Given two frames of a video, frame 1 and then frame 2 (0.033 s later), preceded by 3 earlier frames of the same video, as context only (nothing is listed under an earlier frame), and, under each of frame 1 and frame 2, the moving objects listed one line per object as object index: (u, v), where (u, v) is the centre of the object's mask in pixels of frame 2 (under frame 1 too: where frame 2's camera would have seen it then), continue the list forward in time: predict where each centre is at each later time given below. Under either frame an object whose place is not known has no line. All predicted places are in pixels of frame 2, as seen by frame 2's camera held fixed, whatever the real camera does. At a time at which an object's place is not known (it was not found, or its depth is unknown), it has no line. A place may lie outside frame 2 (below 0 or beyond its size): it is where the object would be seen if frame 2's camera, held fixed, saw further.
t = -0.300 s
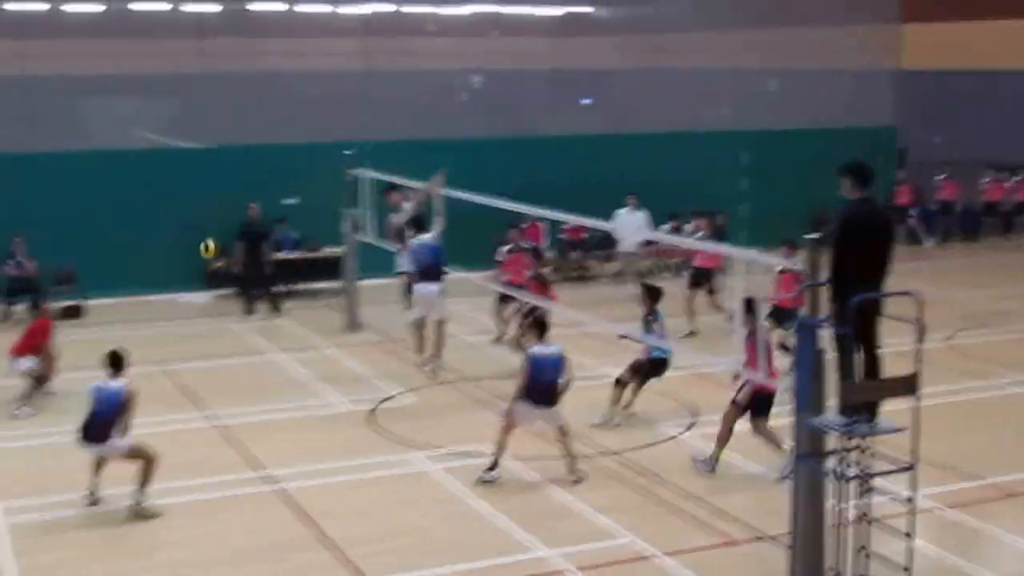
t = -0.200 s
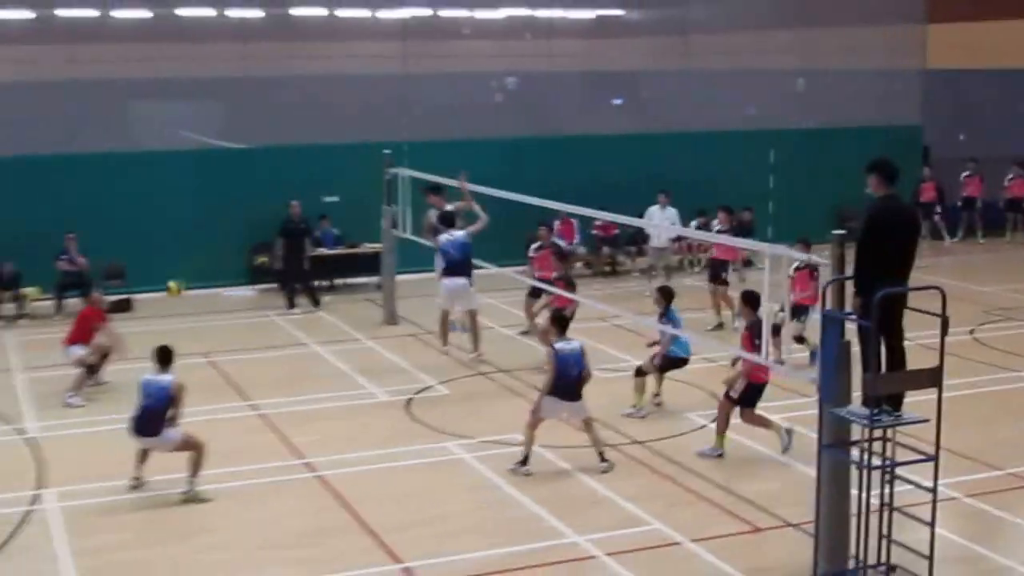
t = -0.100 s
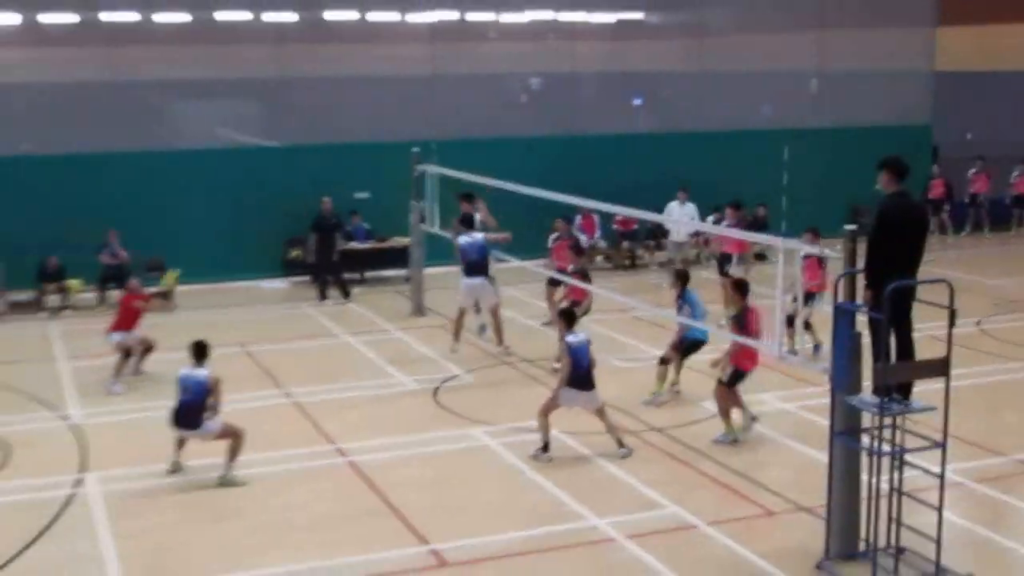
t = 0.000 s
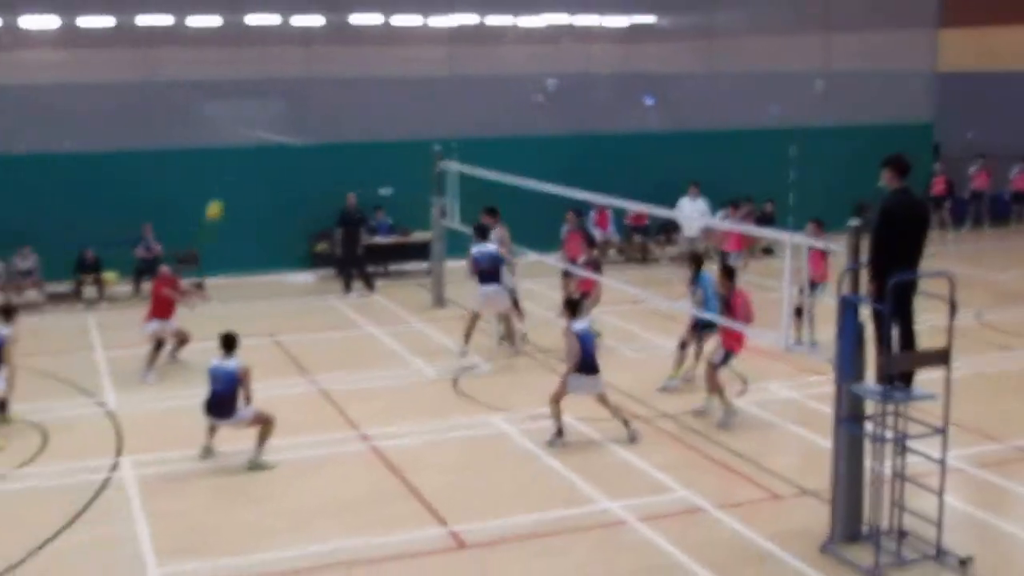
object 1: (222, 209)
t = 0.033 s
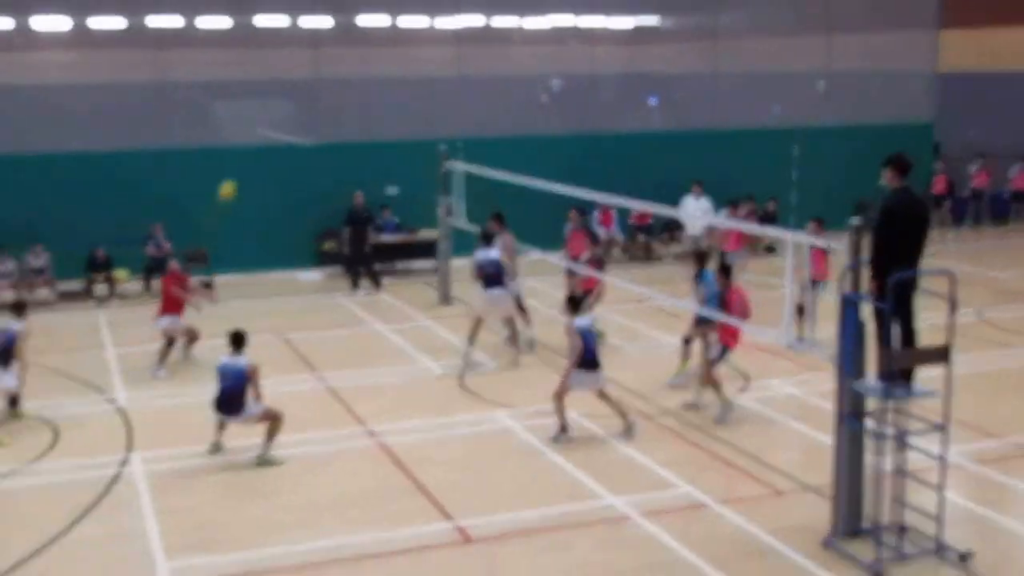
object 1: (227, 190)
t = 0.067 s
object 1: (232, 171)
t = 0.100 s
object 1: (238, 154)
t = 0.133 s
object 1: (243, 137)
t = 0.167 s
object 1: (249, 121)
